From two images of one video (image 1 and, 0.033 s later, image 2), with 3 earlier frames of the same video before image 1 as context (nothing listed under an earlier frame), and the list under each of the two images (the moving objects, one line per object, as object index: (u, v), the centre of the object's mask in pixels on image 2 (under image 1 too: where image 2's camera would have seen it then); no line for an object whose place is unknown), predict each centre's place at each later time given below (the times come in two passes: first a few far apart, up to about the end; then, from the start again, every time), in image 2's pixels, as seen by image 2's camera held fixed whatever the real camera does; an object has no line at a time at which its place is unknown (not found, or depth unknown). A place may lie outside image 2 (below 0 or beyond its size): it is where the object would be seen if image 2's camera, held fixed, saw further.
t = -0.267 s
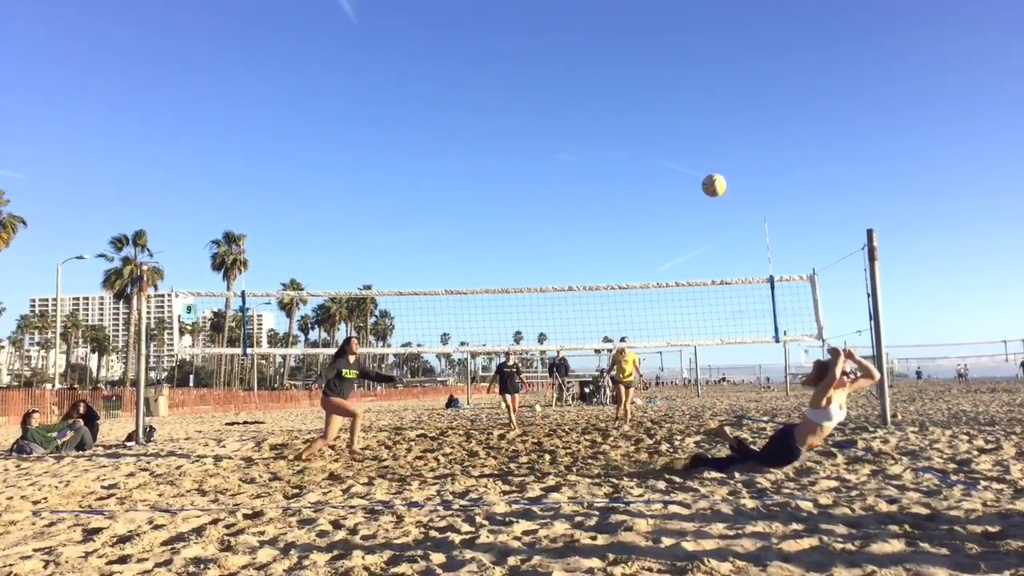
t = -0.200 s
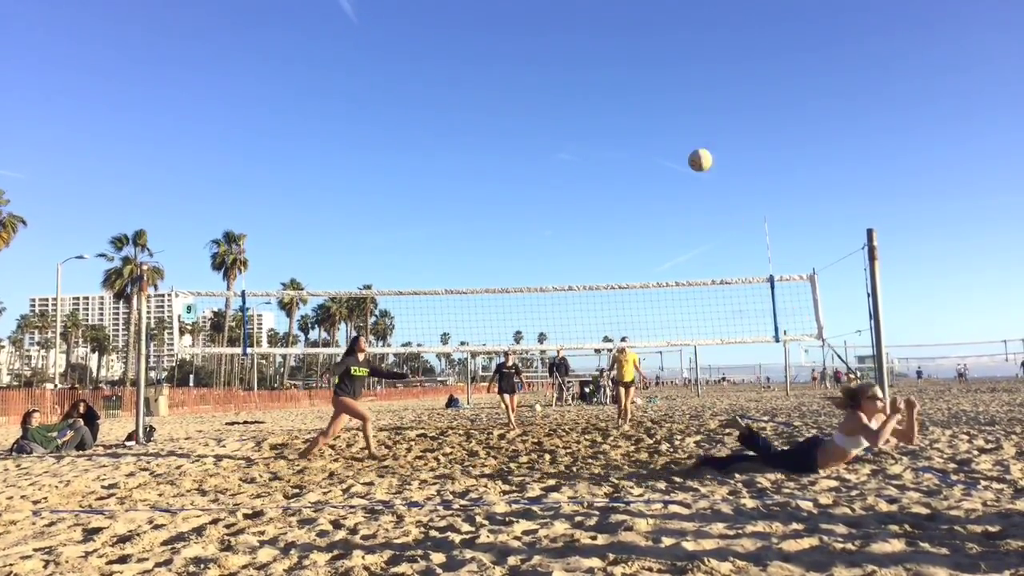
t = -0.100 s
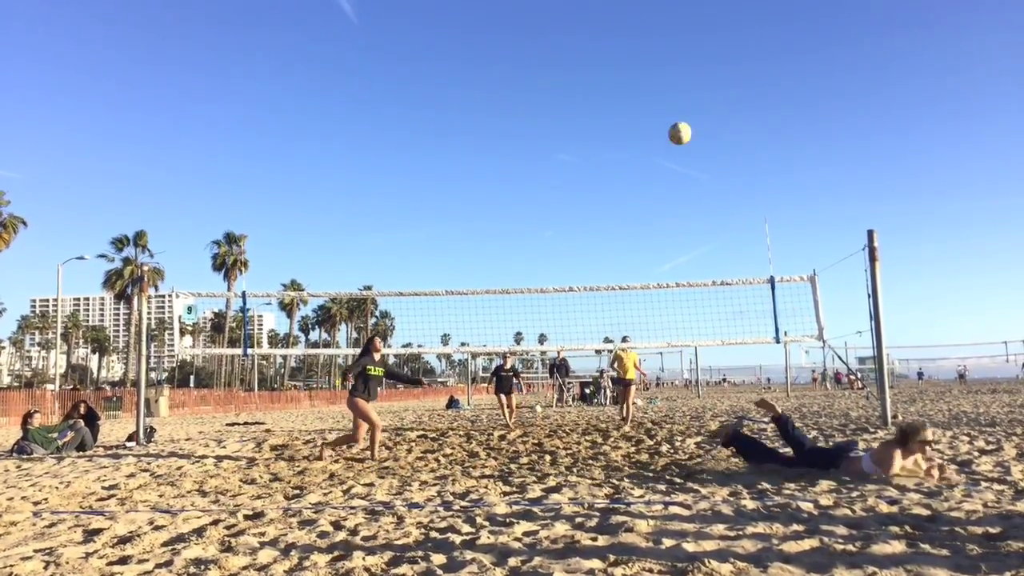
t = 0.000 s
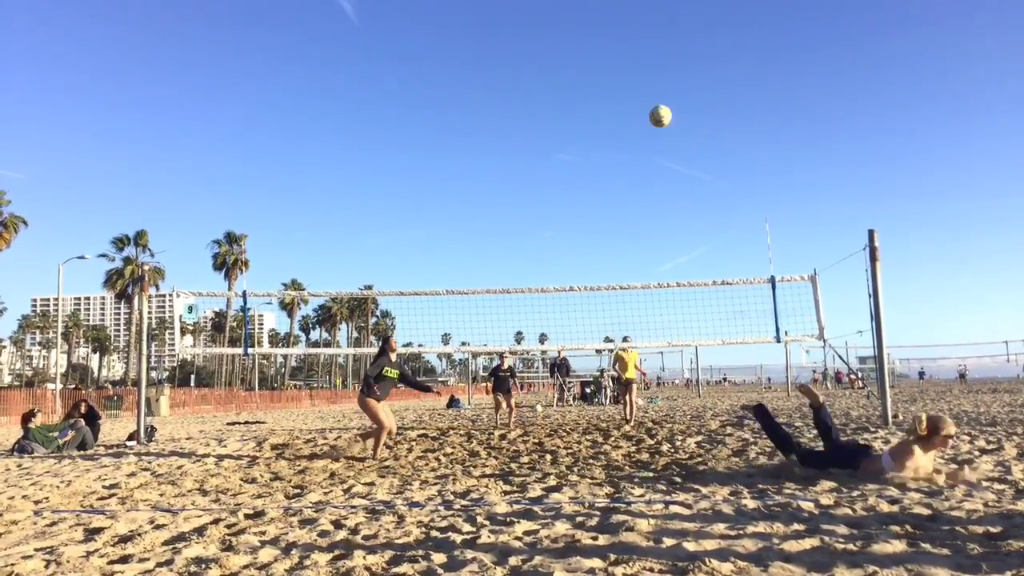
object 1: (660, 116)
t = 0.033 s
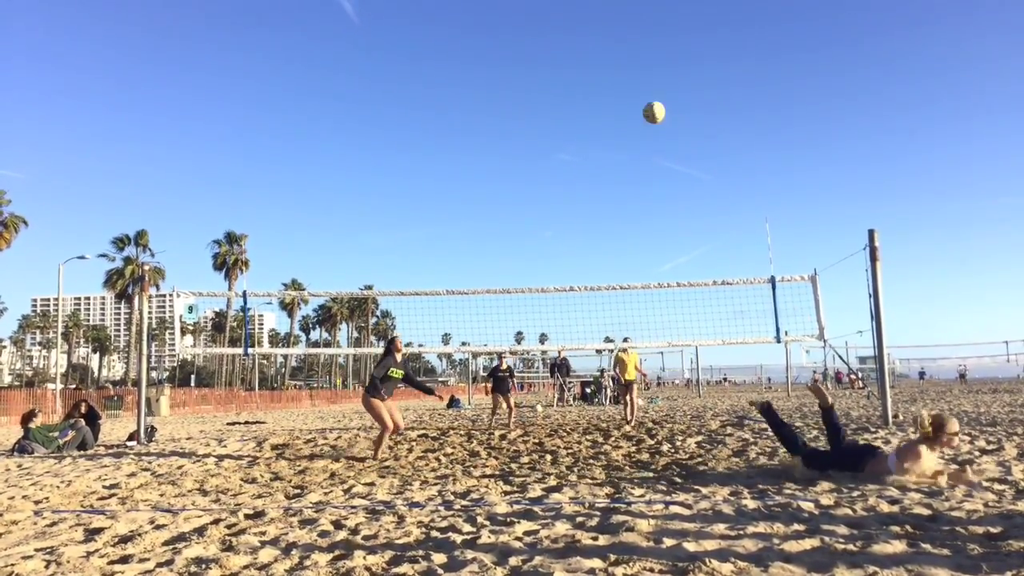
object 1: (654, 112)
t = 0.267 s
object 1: (610, 116)
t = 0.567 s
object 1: (560, 186)
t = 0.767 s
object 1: (529, 266)
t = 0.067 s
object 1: (647, 110)
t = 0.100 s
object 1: (641, 109)
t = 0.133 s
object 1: (635, 108)
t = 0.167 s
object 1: (628, 109)
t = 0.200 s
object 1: (622, 111)
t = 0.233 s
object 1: (616, 113)
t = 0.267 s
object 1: (610, 116)
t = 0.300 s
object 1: (604, 121)
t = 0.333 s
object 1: (599, 126)
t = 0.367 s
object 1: (593, 132)
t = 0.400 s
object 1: (587, 139)
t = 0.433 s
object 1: (581, 147)
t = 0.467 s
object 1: (576, 156)
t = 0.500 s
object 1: (570, 165)
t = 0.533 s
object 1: (565, 175)
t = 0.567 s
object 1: (560, 186)
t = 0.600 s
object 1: (555, 198)
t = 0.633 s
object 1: (549, 210)
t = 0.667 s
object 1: (545, 223)
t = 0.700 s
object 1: (539, 237)
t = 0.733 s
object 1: (534, 251)
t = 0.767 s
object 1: (529, 266)
